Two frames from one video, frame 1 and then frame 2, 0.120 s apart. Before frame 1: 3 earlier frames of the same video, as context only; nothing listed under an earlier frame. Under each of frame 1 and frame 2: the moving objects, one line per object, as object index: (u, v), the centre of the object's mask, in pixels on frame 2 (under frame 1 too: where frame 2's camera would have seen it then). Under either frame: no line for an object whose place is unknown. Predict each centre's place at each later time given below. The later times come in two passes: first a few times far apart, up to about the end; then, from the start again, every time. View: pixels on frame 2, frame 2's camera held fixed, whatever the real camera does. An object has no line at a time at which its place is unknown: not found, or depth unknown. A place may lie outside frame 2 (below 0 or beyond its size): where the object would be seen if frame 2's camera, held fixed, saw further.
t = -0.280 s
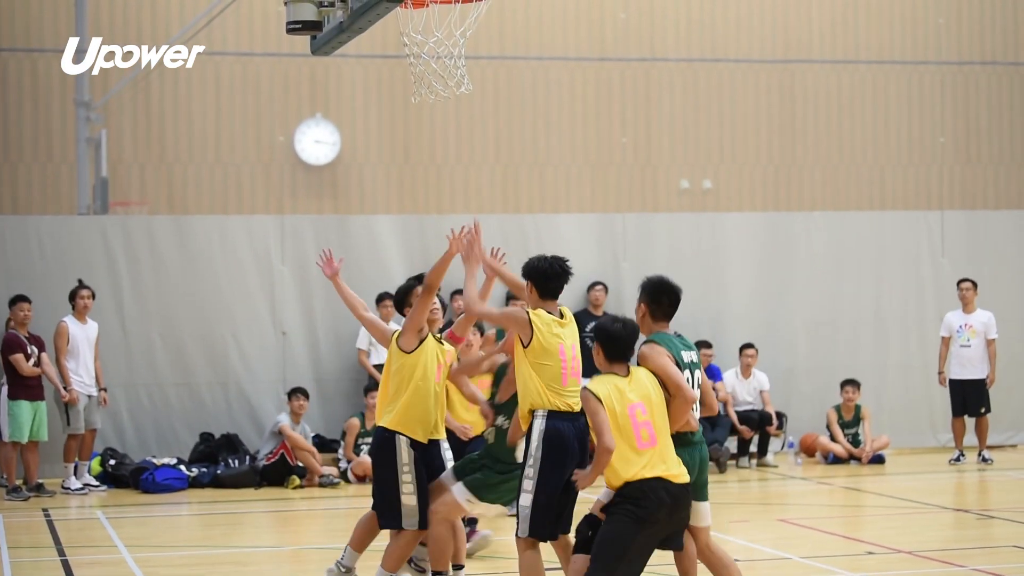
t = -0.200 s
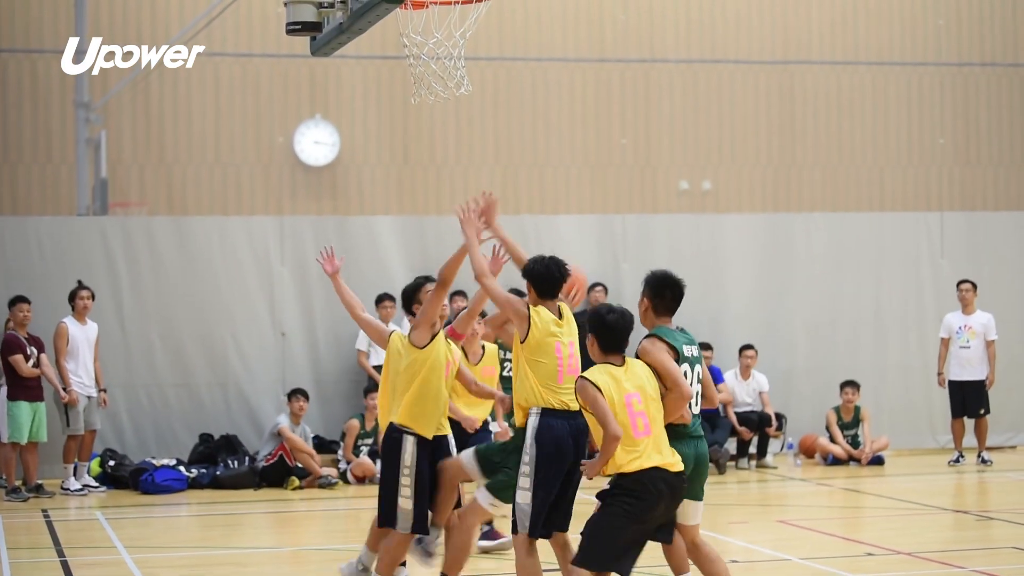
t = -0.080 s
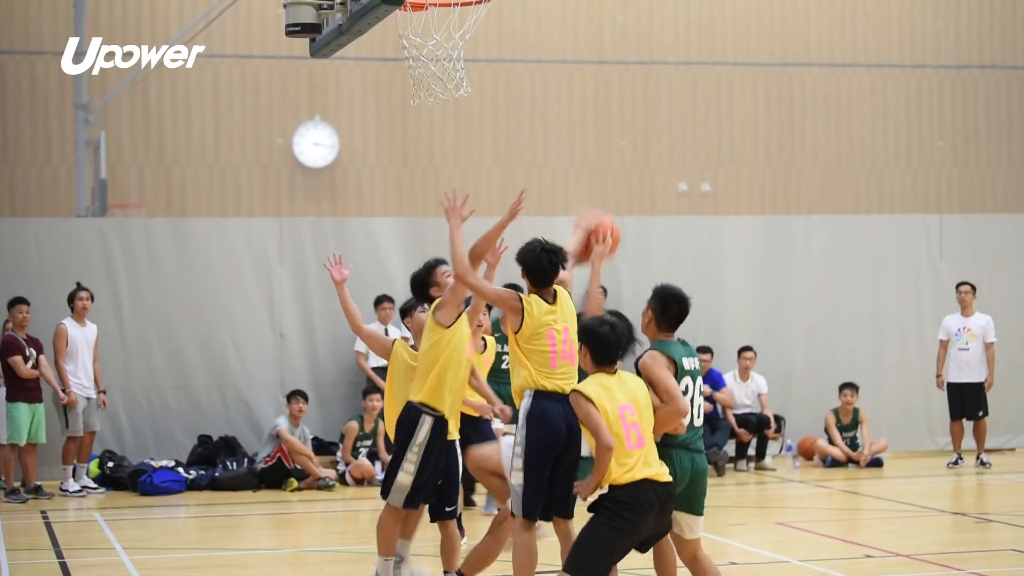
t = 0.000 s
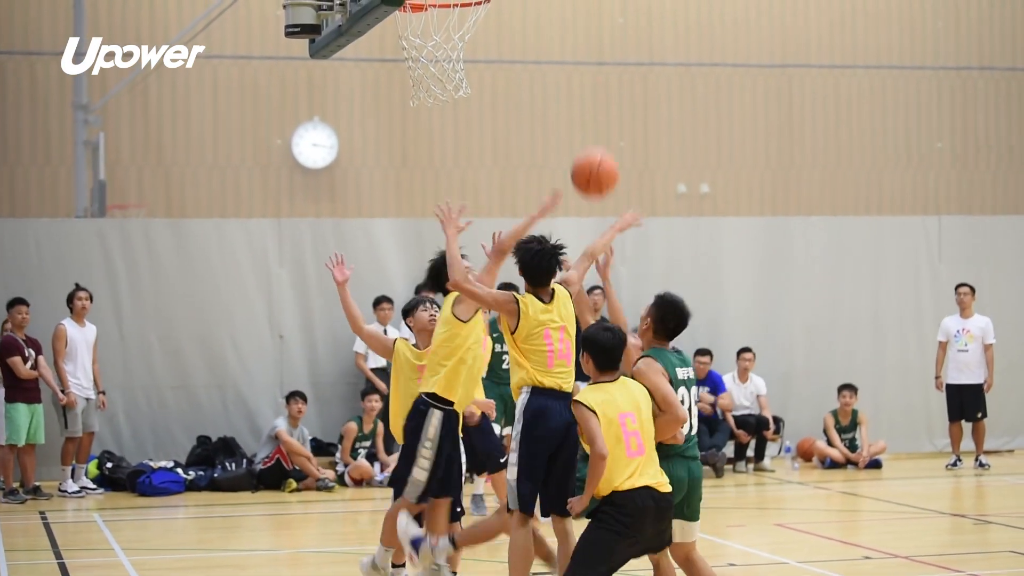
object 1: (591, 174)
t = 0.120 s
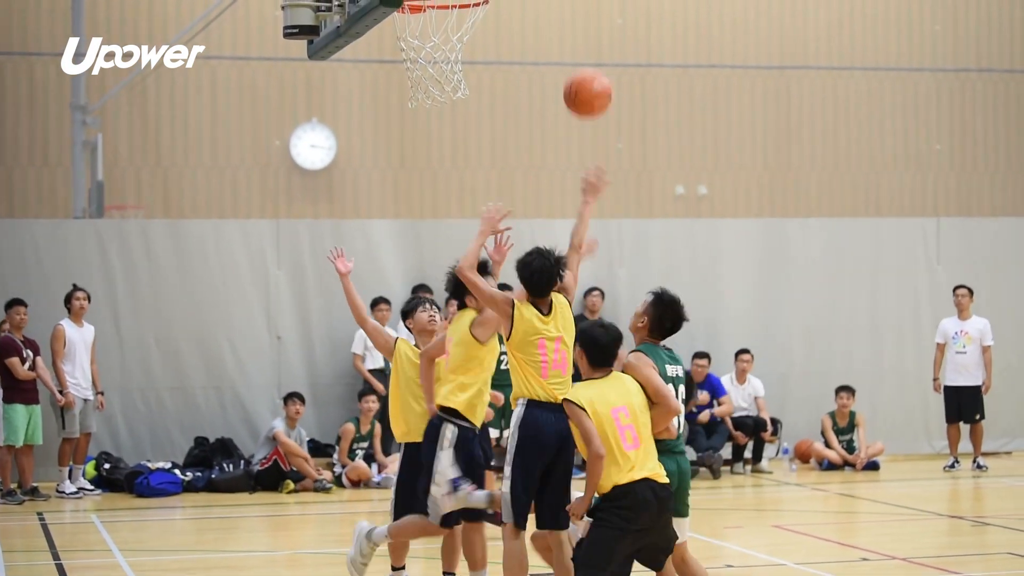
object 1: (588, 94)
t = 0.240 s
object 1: (585, 38)
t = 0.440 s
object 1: (581, 12)
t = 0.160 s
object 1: (587, 73)
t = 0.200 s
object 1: (586, 53)
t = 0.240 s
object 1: (585, 38)
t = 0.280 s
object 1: (584, 26)
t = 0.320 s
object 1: (584, 18)
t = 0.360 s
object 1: (583, 15)
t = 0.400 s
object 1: (582, 13)
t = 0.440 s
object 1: (581, 12)
